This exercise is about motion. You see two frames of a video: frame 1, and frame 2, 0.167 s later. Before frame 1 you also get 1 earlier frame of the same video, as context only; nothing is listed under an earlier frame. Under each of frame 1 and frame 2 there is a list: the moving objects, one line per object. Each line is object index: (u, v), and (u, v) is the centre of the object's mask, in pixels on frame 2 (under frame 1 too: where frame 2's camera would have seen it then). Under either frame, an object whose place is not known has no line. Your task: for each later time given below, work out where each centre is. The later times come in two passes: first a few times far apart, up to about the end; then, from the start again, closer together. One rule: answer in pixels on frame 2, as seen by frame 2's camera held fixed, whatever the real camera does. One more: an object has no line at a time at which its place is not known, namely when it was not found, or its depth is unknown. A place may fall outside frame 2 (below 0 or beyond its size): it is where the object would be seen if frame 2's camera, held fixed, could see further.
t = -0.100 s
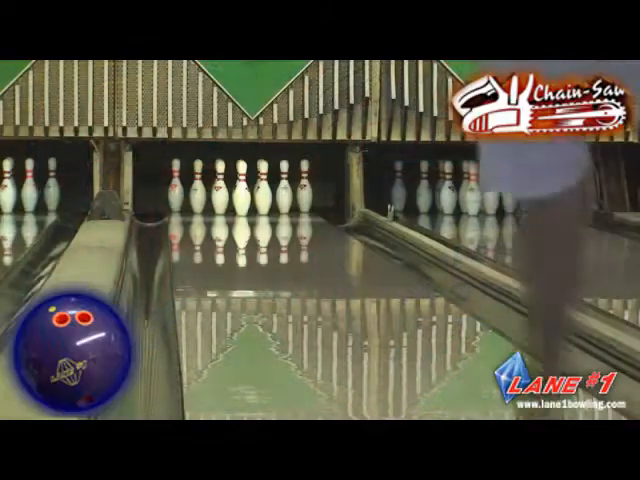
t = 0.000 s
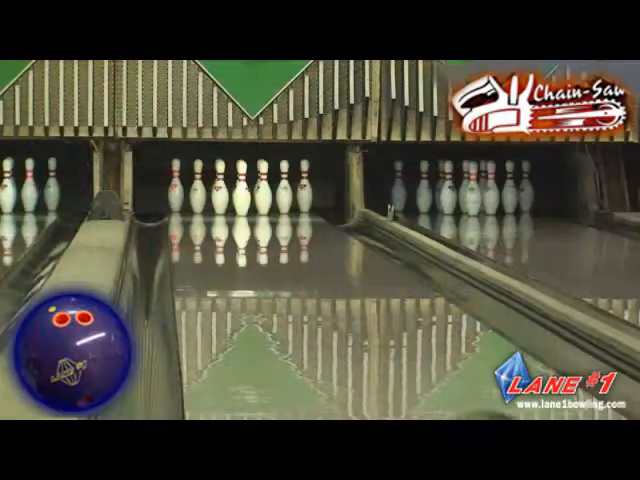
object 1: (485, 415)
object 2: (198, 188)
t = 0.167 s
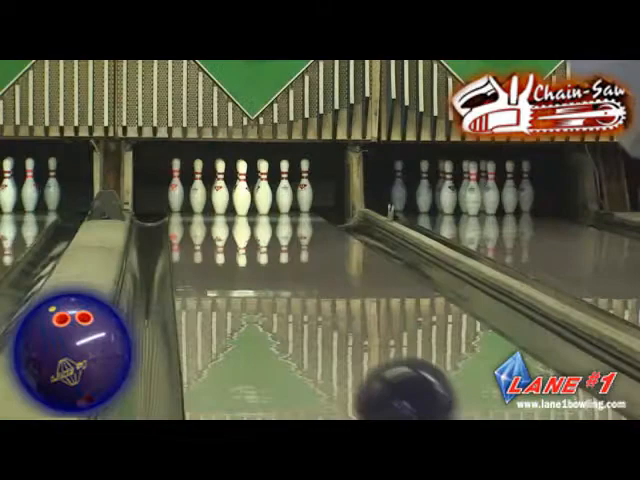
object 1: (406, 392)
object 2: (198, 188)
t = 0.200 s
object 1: (393, 387)
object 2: (198, 188)
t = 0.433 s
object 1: (326, 339)
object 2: (198, 188)
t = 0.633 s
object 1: (287, 306)
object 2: (198, 188)
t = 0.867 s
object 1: (257, 276)
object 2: (198, 188)
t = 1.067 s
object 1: (238, 257)
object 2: (198, 188)
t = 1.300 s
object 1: (223, 241)
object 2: (198, 188)
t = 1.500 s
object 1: (212, 228)
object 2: (198, 188)
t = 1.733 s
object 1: (208, 218)
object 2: (198, 183)
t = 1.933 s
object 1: (209, 210)
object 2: (197, 181)
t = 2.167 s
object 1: (216, 205)
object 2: (197, 186)
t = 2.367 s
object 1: (220, 200)
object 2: (198, 188)
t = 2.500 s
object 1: (213, 198)
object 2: (183, 184)
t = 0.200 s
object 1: (393, 387)
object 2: (198, 188)
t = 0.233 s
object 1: (382, 382)
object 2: (198, 188)
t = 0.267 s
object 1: (371, 377)
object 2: (198, 188)
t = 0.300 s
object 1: (360, 370)
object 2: (198, 188)
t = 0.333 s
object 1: (350, 361)
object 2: (198, 188)
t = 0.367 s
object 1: (341, 353)
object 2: (198, 188)
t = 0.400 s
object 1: (333, 347)
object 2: (198, 188)
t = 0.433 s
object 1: (326, 339)
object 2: (198, 188)
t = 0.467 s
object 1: (319, 333)
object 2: (198, 188)
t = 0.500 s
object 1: (312, 327)
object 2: (198, 188)
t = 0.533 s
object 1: (305, 321)
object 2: (198, 188)
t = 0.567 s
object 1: (299, 317)
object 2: (198, 188)
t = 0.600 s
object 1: (293, 311)
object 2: (198, 188)
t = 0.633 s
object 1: (287, 306)
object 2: (198, 188)
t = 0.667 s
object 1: (283, 306)
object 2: (198, 188)
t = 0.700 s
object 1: (278, 301)
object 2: (198, 188)
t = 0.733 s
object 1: (273, 300)
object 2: (198, 188)
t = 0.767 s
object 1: (270, 296)
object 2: (198, 188)
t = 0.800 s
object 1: (266, 294)
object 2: (198, 188)
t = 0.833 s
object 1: (261, 287)
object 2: (198, 188)
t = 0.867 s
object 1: (257, 276)
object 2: (198, 188)
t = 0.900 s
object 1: (253, 273)
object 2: (198, 188)
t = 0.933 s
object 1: (250, 269)
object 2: (198, 188)
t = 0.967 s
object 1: (247, 266)
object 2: (198, 188)
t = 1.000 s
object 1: (243, 263)
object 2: (198, 188)
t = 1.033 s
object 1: (241, 260)
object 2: (198, 188)
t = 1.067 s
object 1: (238, 257)
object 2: (198, 188)
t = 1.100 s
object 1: (235, 255)
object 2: (198, 188)
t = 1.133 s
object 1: (233, 252)
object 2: (198, 188)
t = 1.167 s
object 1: (231, 250)
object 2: (198, 188)
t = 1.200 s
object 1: (229, 247)
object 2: (198, 188)
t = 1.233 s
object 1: (227, 245)
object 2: (198, 188)
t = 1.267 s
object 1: (224, 243)
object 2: (198, 188)
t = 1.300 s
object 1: (223, 241)
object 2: (198, 188)
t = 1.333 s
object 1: (221, 239)
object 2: (198, 188)
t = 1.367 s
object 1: (218, 236)
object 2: (198, 188)
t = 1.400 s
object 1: (217, 234)
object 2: (198, 188)
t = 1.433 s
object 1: (215, 232)
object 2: (198, 188)
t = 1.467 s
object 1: (213, 230)
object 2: (198, 188)
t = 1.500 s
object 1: (212, 228)
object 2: (198, 188)
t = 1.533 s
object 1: (211, 227)
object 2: (198, 187)
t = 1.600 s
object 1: (210, 224)
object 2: (198, 186)
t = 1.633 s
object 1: (209, 222)
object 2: (198, 185)
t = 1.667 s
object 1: (209, 221)
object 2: (198, 185)
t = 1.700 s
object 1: (208, 219)
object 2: (198, 184)
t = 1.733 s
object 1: (208, 218)
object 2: (198, 183)
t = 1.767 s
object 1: (208, 216)
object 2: (198, 183)
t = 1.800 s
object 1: (208, 215)
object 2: (197, 182)
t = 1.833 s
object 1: (208, 214)
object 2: (197, 182)
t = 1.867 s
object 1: (208, 212)
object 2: (197, 181)
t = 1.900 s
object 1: (208, 211)
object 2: (197, 181)
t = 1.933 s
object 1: (209, 210)
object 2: (197, 181)
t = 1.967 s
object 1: (209, 210)
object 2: (197, 181)
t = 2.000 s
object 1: (210, 208)
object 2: (197, 181)
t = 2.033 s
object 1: (211, 208)
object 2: (197, 182)
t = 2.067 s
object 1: (212, 207)
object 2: (197, 182)
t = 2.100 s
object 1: (213, 206)
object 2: (197, 184)
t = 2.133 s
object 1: (215, 205)
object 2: (197, 185)
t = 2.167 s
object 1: (216, 205)
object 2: (197, 186)
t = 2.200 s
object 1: (217, 204)
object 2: (197, 187)
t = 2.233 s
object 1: (219, 203)
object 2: (198, 187)
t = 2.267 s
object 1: (220, 202)
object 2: (198, 188)
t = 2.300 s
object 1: (222, 201)
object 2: (198, 188)
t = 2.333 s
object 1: (222, 201)
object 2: (198, 188)
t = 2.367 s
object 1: (220, 200)
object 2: (198, 188)
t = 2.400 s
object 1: (218, 199)
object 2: (197, 188)
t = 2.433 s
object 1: (215, 199)
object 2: (197, 187)
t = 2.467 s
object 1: (214, 198)
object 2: (192, 187)
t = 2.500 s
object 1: (213, 198)
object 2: (183, 184)
